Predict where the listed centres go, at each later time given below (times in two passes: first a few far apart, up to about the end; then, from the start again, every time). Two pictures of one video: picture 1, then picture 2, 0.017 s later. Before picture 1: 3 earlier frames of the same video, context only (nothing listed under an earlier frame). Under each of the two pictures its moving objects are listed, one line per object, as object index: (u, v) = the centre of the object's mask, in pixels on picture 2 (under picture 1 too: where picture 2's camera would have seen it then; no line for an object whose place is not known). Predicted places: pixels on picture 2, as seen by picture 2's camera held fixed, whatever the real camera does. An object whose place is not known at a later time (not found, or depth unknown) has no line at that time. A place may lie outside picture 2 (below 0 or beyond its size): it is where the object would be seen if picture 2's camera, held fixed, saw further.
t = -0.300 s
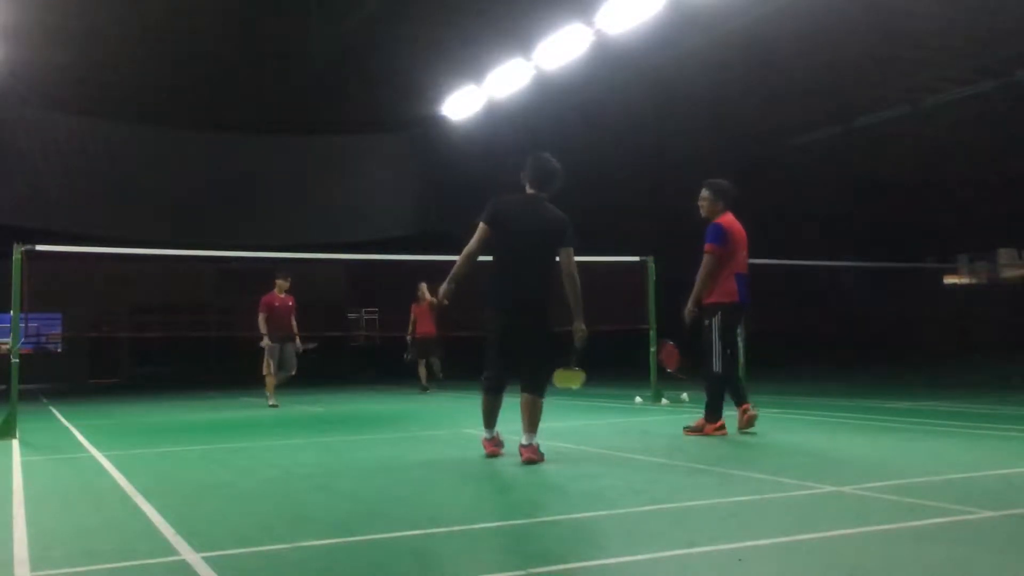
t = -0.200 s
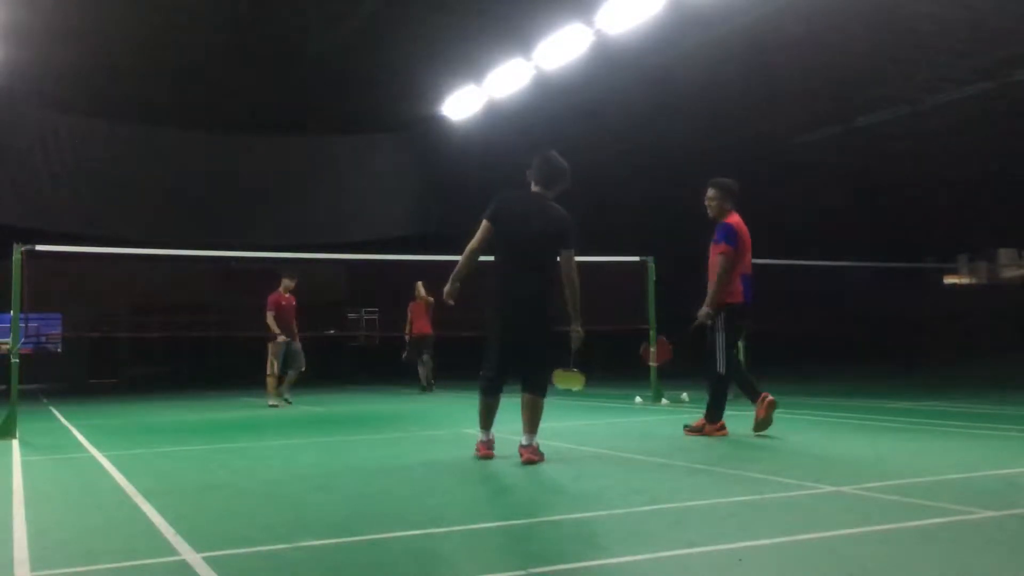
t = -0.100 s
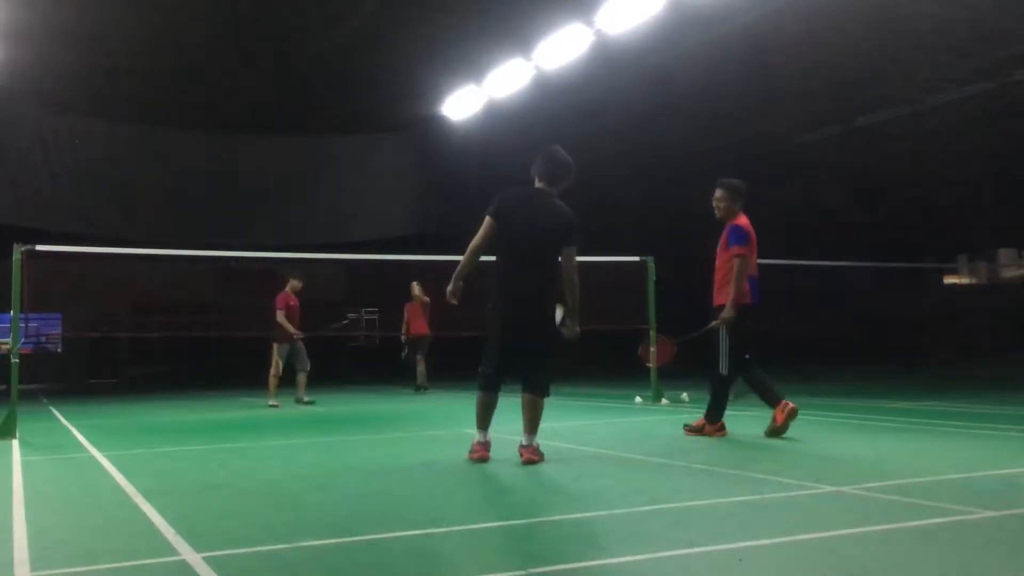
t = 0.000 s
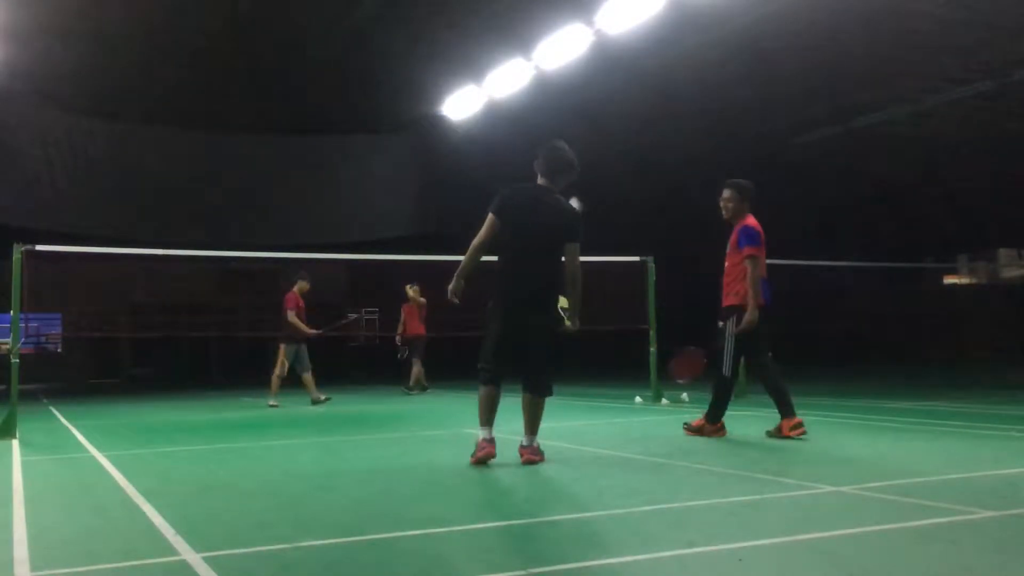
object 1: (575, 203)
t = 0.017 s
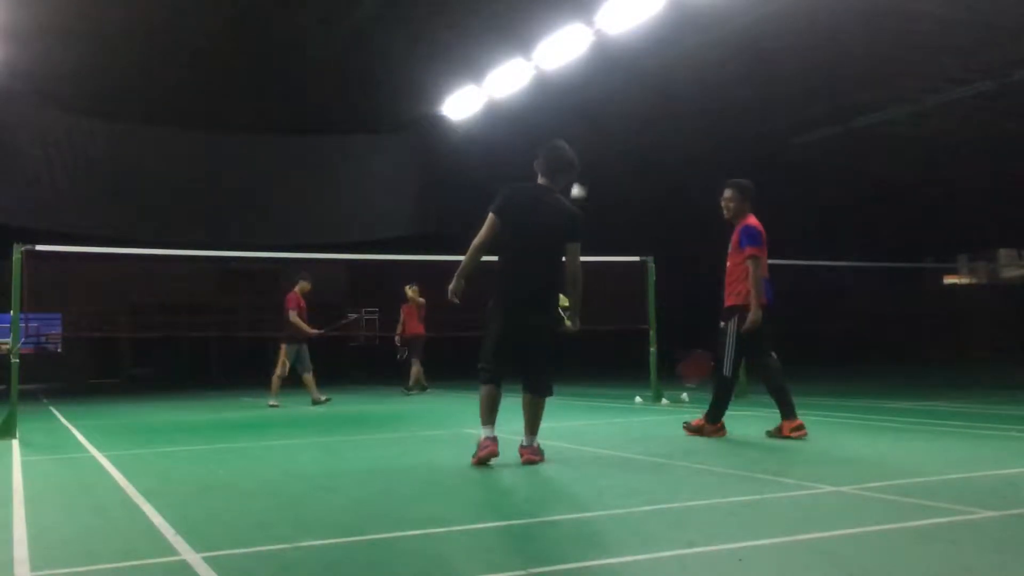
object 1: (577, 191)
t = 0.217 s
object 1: (615, 76)
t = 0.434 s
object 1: (635, 33)
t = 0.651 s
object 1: (656, 54)
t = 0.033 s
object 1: (581, 179)
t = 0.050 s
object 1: (585, 167)
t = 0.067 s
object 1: (587, 156)
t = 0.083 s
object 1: (590, 146)
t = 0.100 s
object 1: (595, 136)
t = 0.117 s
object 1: (599, 125)
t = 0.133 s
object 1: (603, 116)
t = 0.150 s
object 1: (606, 107)
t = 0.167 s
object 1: (609, 98)
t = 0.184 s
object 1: (611, 90)
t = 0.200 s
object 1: (613, 83)
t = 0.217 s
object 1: (615, 76)
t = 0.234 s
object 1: (617, 70)
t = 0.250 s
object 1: (618, 64)
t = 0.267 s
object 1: (620, 59)
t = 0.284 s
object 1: (621, 55)
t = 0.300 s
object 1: (622, 51)
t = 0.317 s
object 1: (624, 47)
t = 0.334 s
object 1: (625, 43)
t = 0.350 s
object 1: (627, 41)
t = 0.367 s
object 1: (628, 38)
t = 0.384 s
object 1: (630, 36)
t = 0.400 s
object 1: (631, 35)
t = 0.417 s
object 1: (633, 34)
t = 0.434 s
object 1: (635, 33)
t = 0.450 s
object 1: (637, 32)
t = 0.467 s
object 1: (638, 32)
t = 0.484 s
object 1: (640, 31)
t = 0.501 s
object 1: (643, 32)
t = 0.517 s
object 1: (644, 32)
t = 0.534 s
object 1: (645, 33)
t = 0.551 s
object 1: (646, 35)
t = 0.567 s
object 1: (648, 37)
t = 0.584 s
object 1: (649, 40)
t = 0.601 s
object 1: (651, 43)
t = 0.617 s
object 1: (653, 47)
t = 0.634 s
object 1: (655, 50)
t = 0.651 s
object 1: (656, 54)
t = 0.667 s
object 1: (658, 59)
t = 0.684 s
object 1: (659, 63)
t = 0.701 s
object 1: (661, 67)
